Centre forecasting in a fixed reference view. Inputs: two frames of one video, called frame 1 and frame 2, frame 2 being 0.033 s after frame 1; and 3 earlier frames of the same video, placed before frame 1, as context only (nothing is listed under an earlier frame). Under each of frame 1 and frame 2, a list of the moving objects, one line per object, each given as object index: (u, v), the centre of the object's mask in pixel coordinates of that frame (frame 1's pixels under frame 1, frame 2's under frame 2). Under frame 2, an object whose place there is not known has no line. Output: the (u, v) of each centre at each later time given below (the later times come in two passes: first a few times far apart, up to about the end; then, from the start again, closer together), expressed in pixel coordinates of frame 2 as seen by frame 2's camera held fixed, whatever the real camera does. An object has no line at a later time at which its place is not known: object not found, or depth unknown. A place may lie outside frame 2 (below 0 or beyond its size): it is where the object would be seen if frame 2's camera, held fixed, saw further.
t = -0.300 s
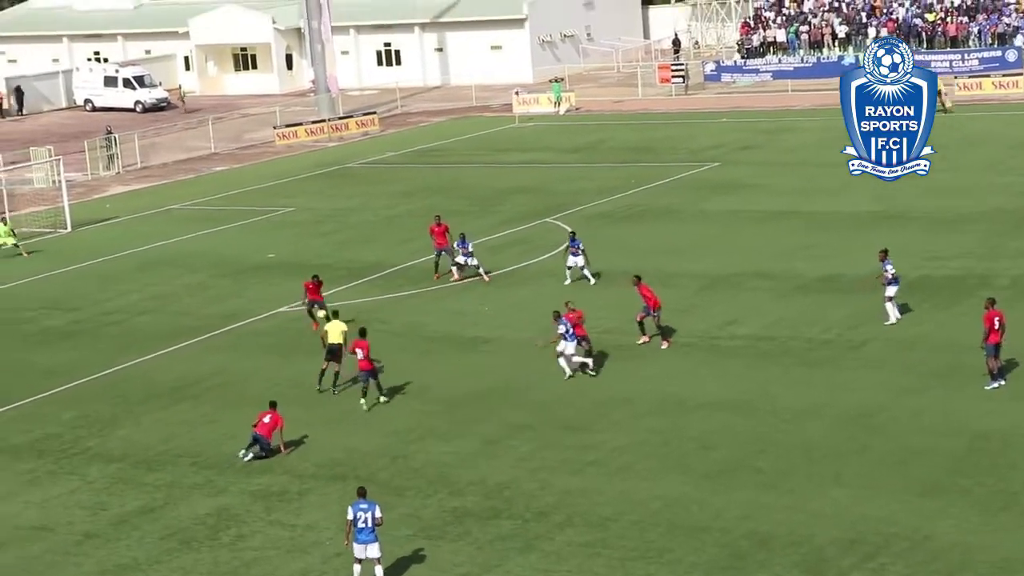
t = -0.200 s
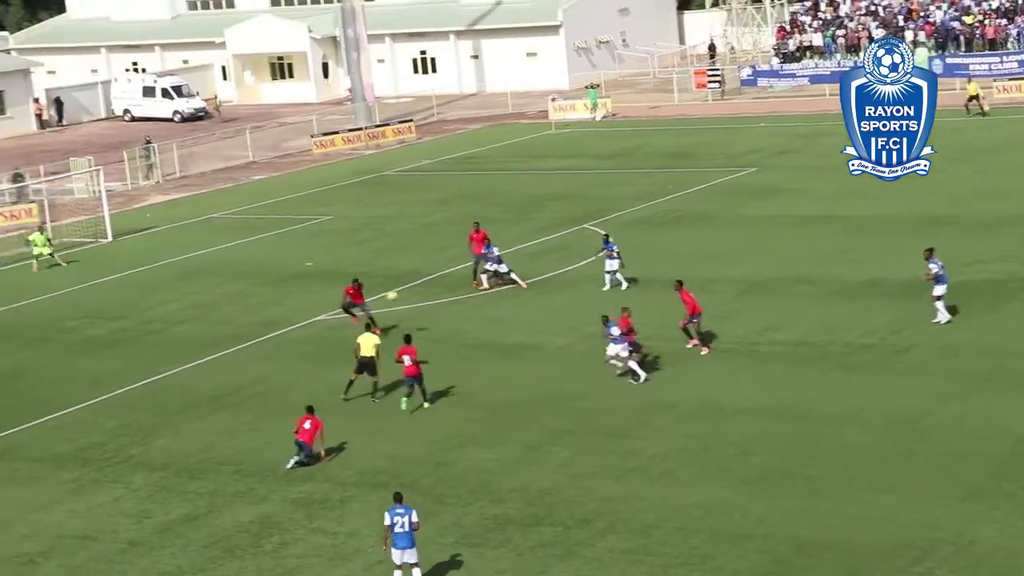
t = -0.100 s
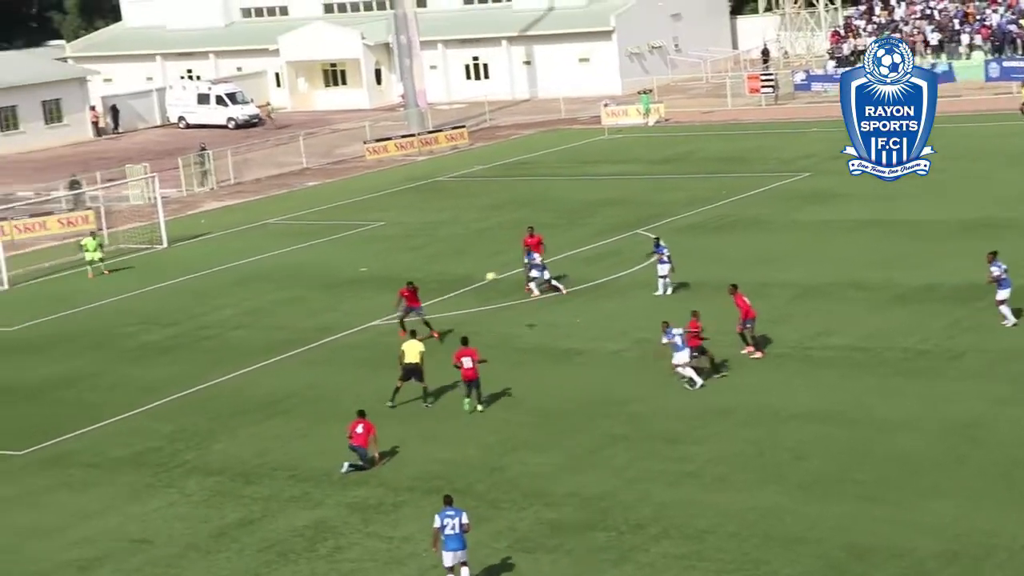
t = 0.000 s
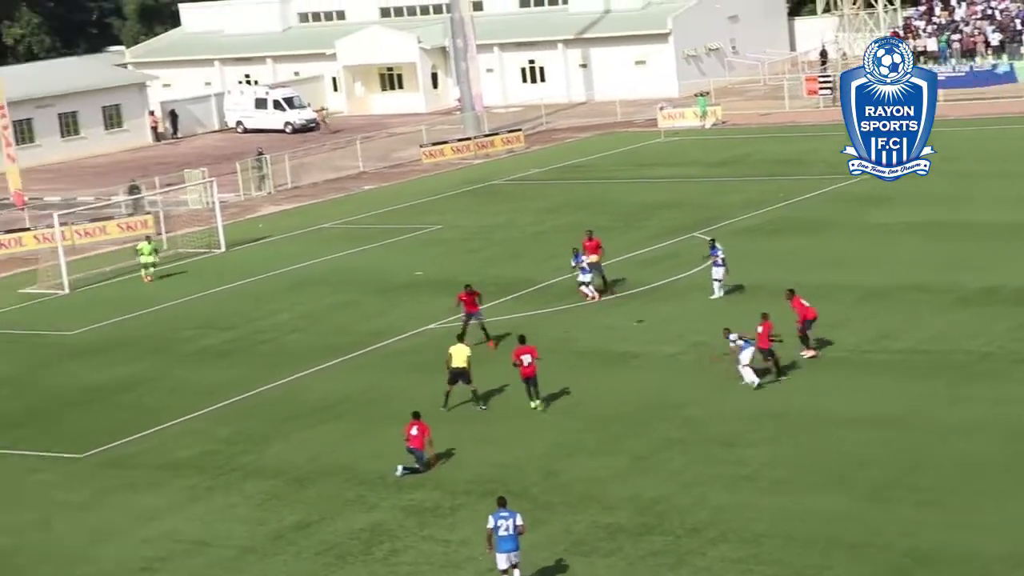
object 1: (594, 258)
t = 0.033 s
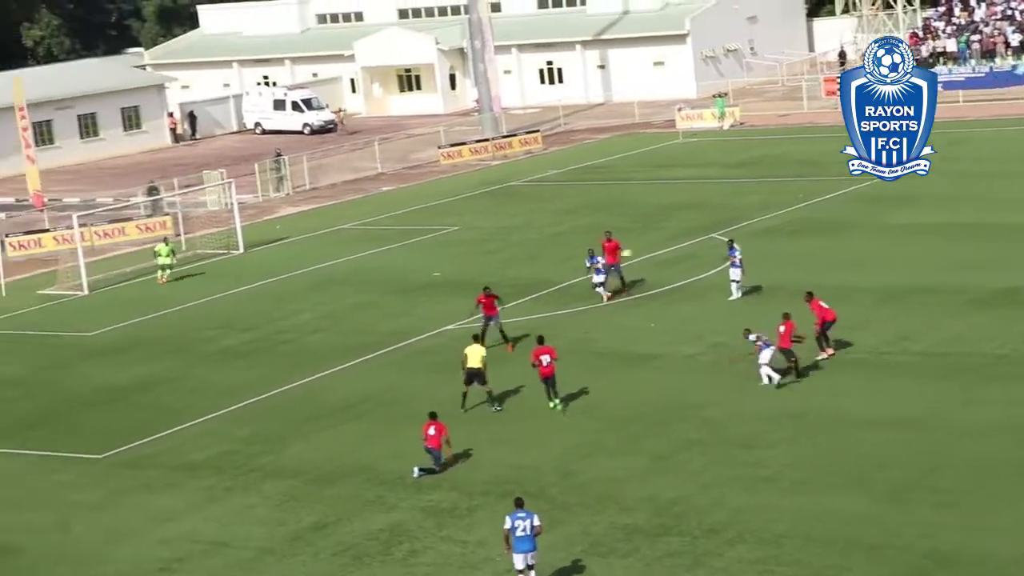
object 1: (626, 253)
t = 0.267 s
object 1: (733, 224)
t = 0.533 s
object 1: (859, 218)
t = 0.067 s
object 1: (641, 247)
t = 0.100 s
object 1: (657, 242)
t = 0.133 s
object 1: (672, 238)
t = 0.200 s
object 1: (703, 230)
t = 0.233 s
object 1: (718, 226)
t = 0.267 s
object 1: (733, 224)
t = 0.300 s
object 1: (749, 221)
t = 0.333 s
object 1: (765, 219)
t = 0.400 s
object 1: (796, 217)
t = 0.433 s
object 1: (811, 216)
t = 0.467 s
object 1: (827, 216)
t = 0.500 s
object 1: (843, 217)
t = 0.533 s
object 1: (859, 218)
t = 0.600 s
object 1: (890, 221)
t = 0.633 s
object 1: (906, 223)
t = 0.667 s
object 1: (923, 226)
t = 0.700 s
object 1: (938, 229)
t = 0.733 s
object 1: (954, 233)
